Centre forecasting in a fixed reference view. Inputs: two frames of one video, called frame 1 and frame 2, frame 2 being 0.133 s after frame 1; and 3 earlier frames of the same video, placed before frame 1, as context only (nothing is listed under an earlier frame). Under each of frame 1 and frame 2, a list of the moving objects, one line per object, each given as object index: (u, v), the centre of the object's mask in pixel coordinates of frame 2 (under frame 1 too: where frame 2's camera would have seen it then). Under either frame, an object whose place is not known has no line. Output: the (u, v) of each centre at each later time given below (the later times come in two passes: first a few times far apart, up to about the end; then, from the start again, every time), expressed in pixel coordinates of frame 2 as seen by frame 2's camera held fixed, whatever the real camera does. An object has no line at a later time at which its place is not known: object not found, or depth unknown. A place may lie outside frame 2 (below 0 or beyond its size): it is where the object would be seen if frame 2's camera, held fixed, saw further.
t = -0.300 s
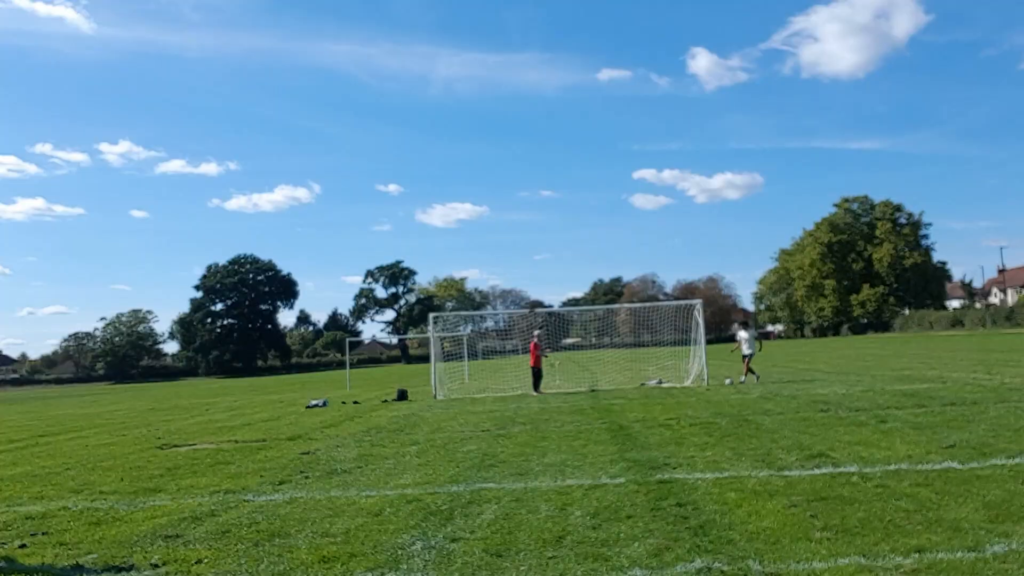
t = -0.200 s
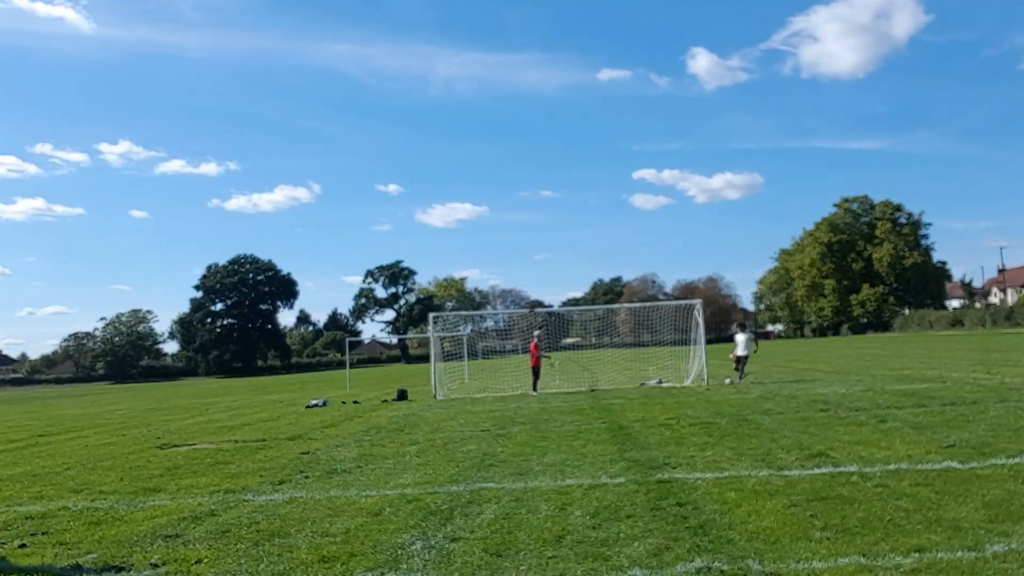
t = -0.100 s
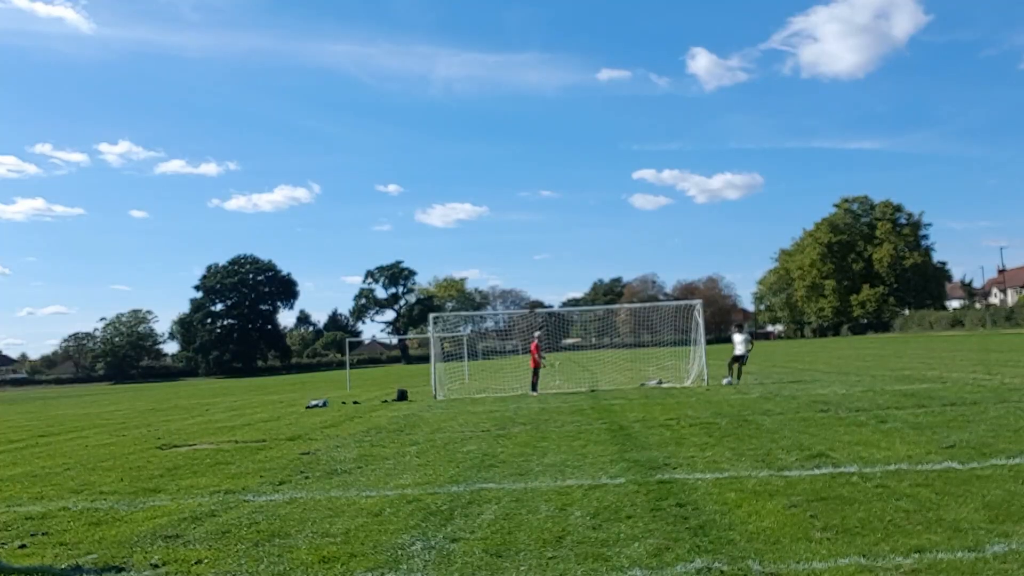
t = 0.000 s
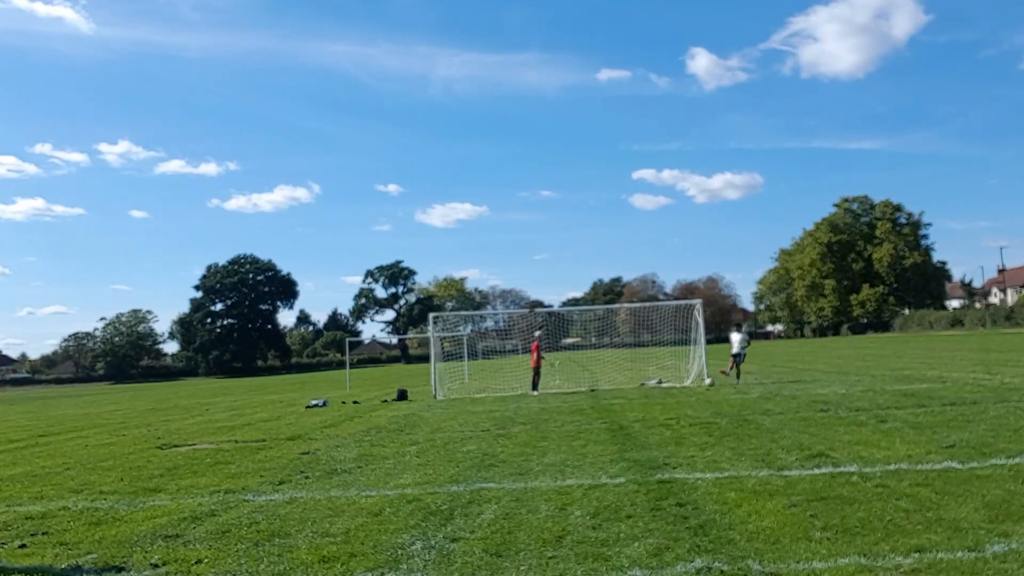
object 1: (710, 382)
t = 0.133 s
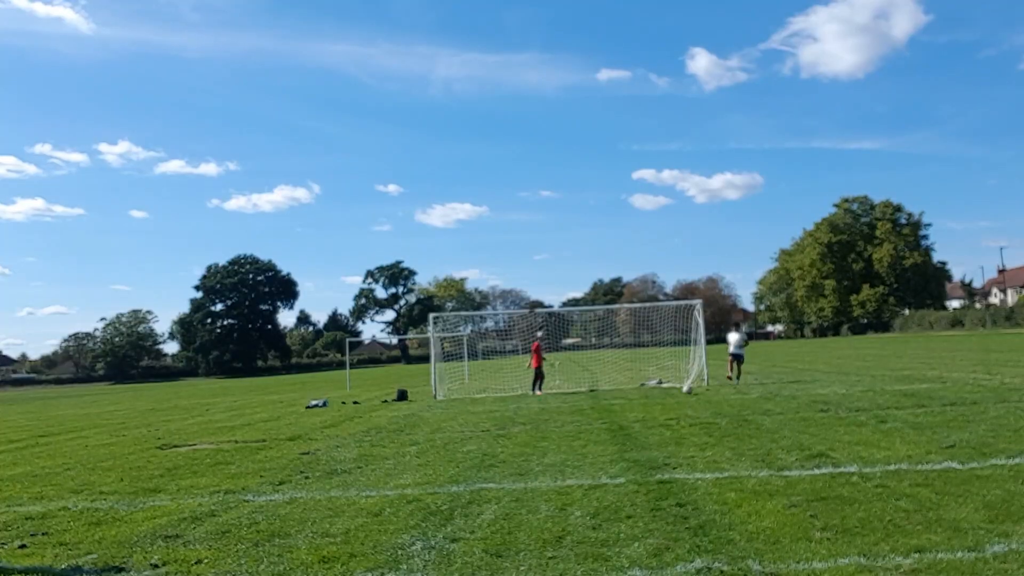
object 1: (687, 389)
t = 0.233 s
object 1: (671, 393)
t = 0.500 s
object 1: (630, 402)
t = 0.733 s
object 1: (597, 413)
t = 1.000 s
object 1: (553, 425)
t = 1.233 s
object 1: (508, 442)
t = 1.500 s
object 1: (444, 464)
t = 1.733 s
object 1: (377, 485)
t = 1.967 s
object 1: (296, 511)
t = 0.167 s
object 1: (681, 392)
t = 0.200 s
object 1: (676, 393)
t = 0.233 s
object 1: (671, 393)
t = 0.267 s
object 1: (666, 394)
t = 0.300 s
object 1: (660, 395)
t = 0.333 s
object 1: (656, 397)
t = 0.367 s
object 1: (650, 399)
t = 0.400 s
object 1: (645, 402)
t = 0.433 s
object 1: (640, 402)
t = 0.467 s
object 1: (635, 401)
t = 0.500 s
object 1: (630, 402)
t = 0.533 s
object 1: (626, 403)
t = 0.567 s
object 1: (620, 405)
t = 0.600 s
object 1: (615, 408)
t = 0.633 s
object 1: (610, 409)
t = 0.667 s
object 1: (606, 410)
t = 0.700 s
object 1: (601, 411)
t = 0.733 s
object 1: (597, 413)
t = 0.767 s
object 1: (591, 415)
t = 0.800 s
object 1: (587, 416)
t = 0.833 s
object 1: (581, 417)
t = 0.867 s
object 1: (576, 419)
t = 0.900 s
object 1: (571, 421)
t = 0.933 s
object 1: (565, 424)
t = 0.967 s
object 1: (560, 424)
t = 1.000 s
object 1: (553, 425)
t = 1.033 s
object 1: (547, 427)
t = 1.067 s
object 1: (541, 428)
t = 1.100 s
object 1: (535, 432)
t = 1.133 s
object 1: (528, 436)
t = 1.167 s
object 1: (522, 439)
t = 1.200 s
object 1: (515, 441)
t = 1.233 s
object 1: (508, 442)
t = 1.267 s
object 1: (500, 444)
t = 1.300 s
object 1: (493, 446)
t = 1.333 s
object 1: (486, 449)
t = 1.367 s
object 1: (478, 452)
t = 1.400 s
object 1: (469, 455)
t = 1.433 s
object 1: (462, 458)
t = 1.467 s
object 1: (453, 460)
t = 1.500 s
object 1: (444, 464)
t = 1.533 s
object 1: (436, 466)
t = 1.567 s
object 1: (426, 469)
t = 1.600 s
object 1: (417, 472)
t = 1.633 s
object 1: (408, 476)
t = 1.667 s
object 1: (398, 478)
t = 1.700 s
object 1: (388, 481)
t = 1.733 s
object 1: (377, 485)
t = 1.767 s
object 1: (367, 489)
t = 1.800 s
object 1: (356, 492)
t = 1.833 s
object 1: (345, 495)
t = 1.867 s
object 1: (333, 499)
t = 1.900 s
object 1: (321, 502)
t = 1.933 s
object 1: (309, 507)
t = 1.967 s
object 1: (296, 511)
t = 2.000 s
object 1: (282, 514)
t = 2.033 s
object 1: (268, 518)
